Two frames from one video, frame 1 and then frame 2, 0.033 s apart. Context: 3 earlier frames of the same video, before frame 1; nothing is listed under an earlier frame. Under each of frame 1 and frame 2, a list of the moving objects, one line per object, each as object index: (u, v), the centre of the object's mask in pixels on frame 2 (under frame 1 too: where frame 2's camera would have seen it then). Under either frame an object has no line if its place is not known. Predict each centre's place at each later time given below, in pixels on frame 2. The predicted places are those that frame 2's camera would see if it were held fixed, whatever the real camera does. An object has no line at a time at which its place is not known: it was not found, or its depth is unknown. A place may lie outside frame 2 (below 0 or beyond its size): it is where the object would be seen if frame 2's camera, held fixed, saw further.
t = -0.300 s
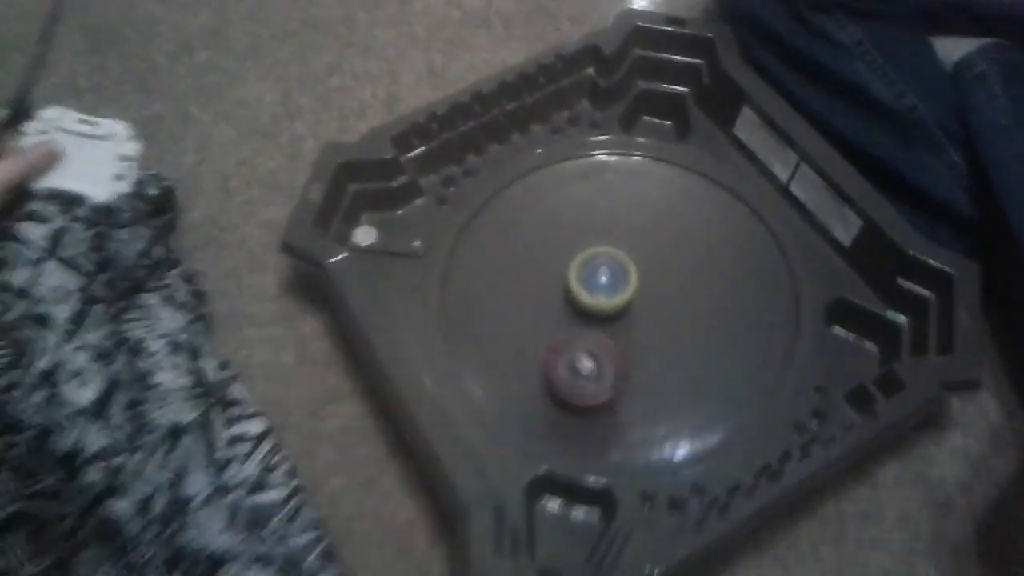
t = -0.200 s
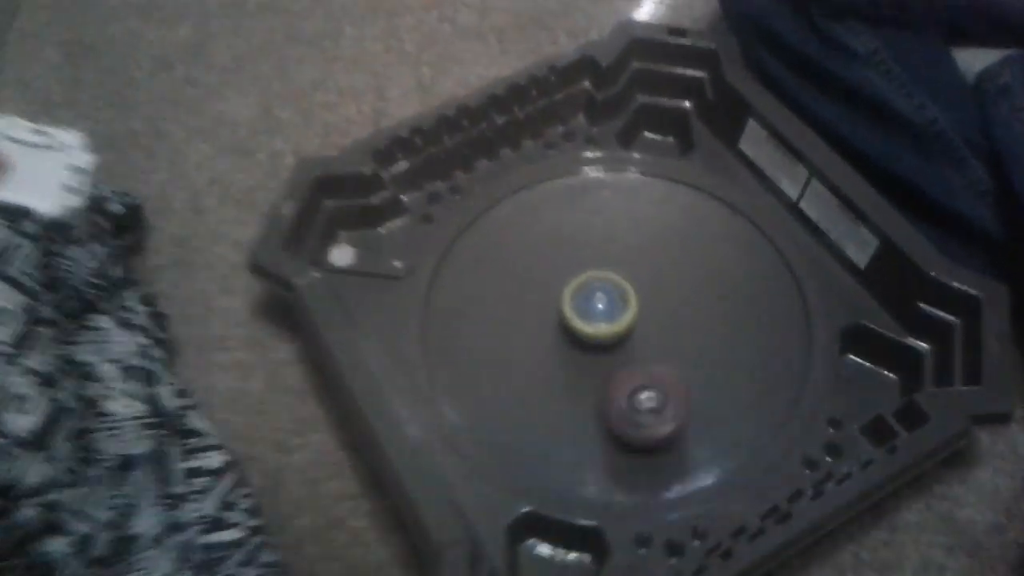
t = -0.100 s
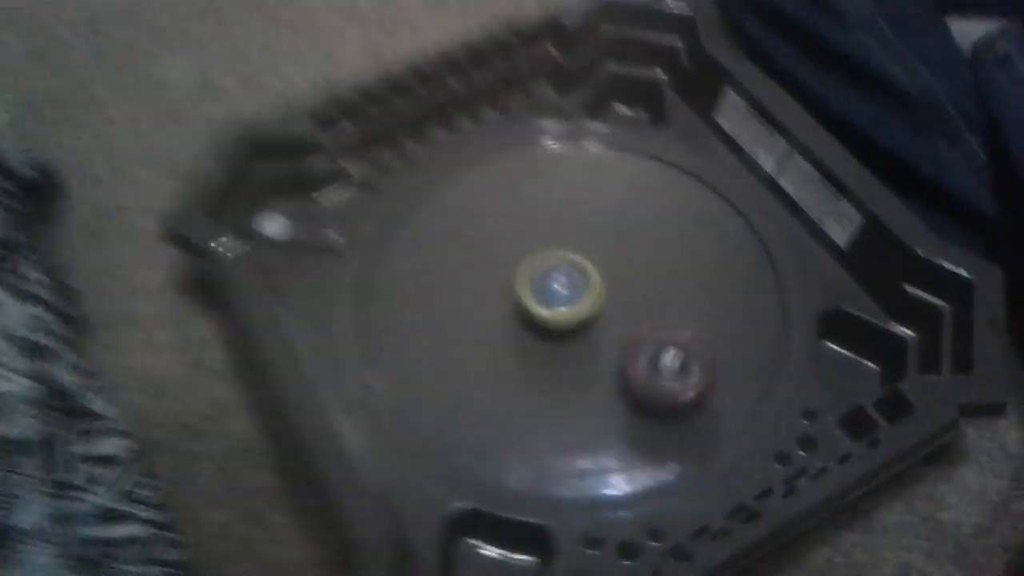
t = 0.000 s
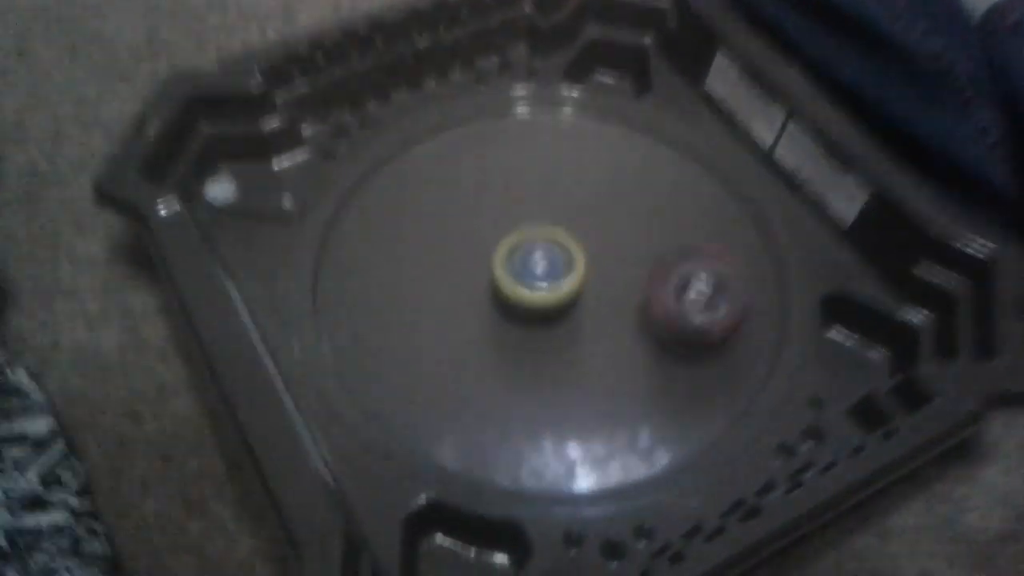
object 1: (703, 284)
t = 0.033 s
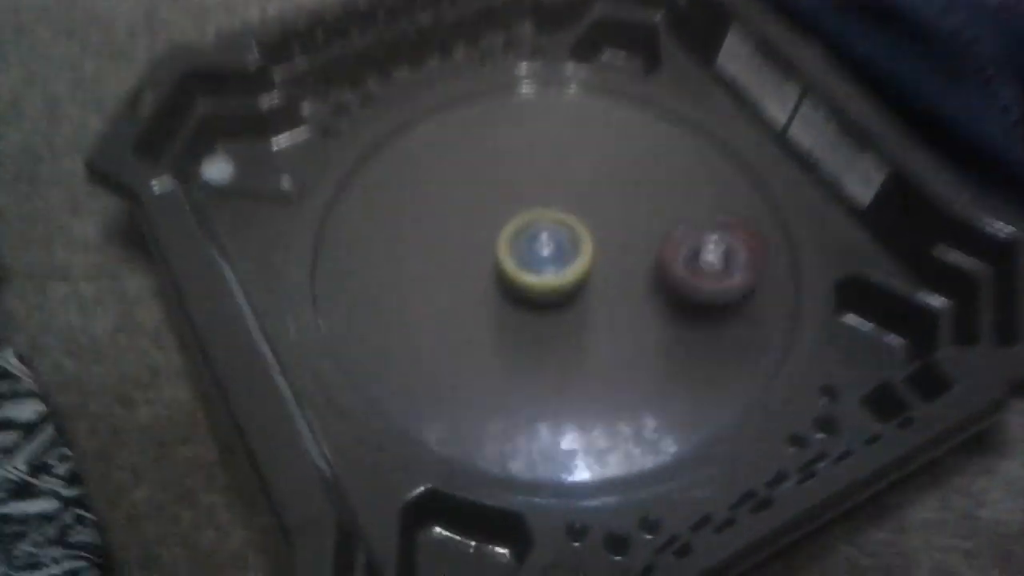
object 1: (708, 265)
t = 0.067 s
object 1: (704, 248)
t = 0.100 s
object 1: (699, 222)
